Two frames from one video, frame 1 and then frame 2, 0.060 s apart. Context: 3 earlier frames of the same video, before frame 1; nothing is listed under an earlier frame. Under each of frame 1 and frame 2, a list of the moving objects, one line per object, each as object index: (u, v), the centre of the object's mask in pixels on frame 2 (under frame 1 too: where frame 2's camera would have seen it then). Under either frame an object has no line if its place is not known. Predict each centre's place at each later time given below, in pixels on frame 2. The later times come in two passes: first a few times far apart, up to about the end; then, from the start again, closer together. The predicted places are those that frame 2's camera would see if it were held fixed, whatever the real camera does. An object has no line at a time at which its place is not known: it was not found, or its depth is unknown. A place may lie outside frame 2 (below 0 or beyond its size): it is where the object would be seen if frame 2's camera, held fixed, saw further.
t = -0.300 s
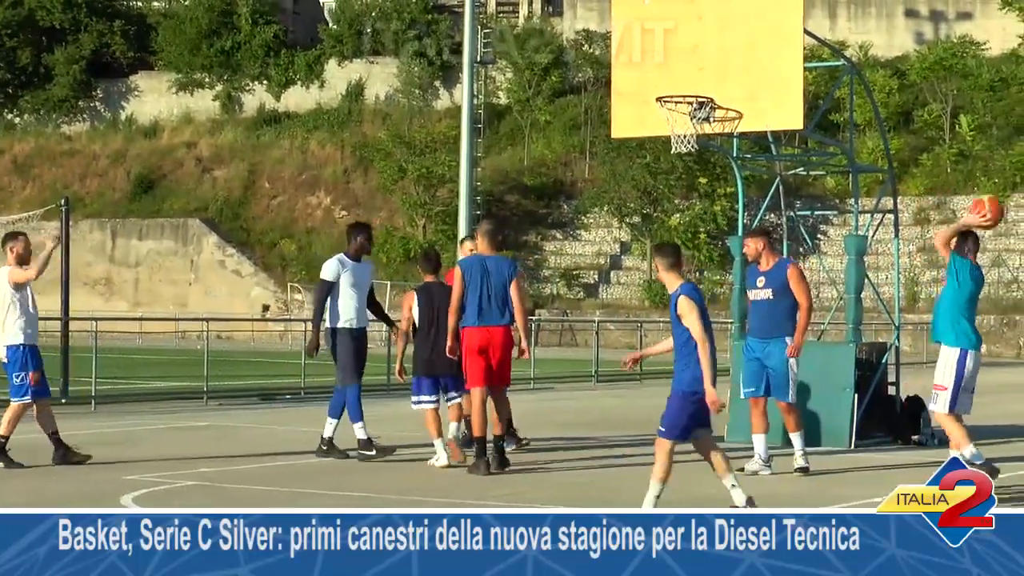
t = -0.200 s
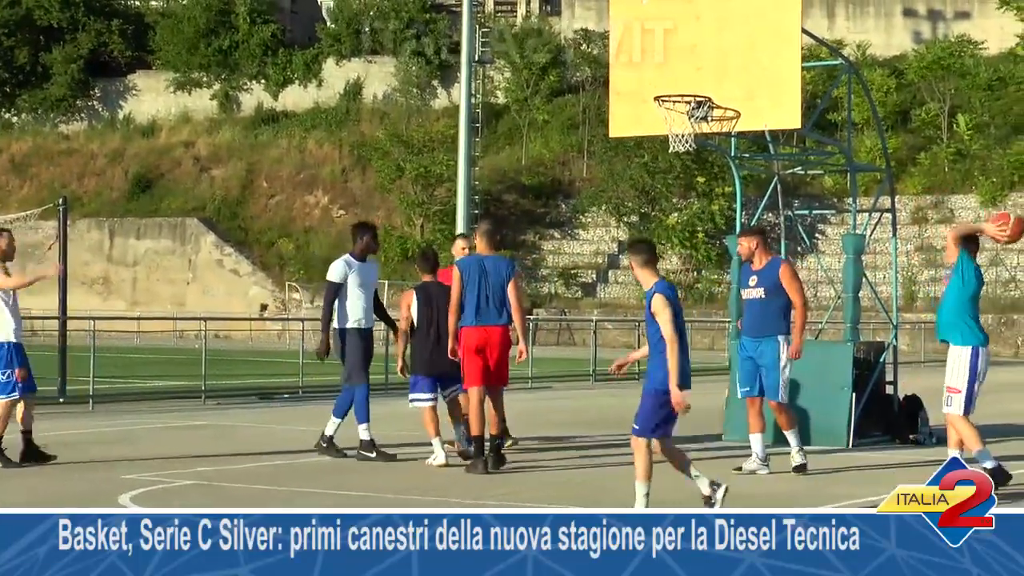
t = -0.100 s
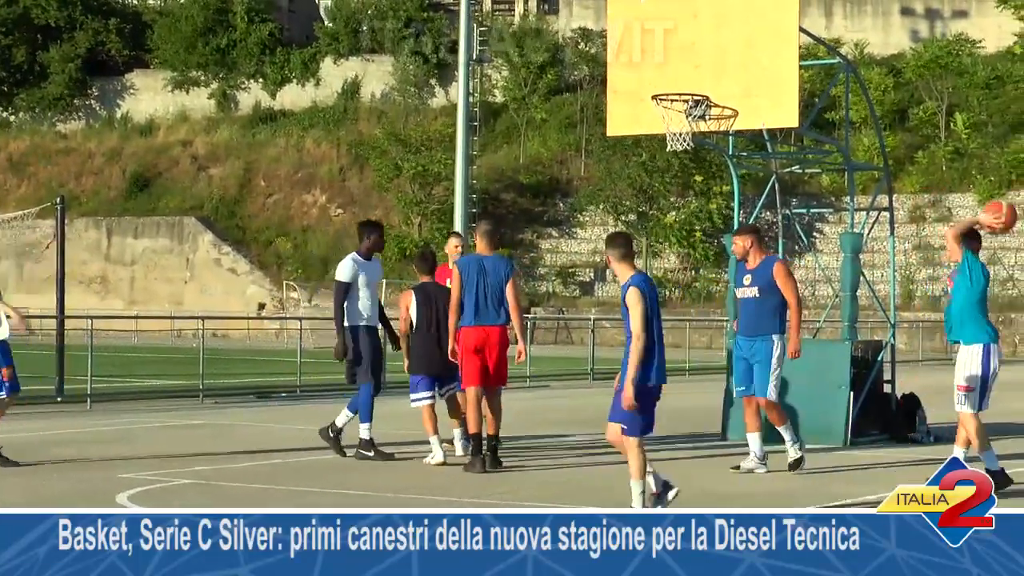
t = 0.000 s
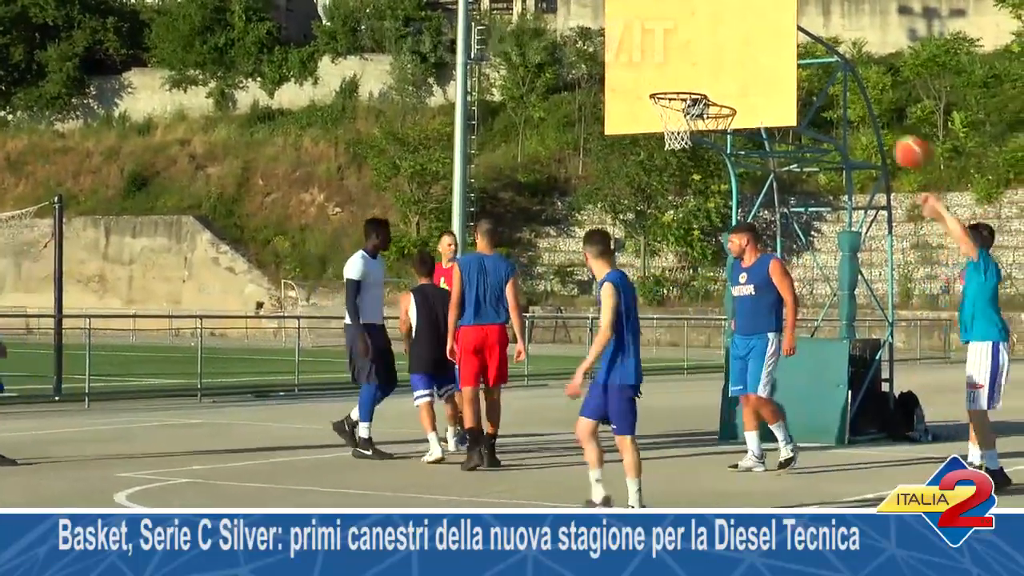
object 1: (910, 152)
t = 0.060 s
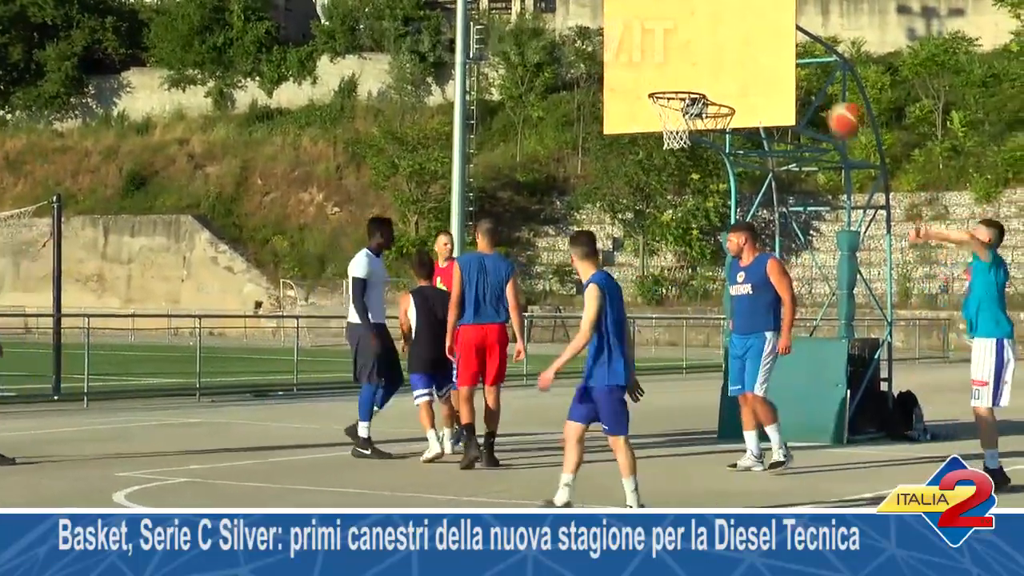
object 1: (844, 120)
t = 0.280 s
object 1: (617, 45)
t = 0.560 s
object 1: (339, 48)
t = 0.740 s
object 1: (168, 107)
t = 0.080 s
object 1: (823, 110)
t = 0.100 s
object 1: (805, 100)
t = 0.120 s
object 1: (783, 92)
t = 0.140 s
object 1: (761, 84)
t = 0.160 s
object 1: (742, 76)
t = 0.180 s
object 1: (720, 69)
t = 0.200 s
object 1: (700, 64)
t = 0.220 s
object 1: (679, 58)
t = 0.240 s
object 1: (658, 53)
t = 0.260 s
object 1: (637, 48)
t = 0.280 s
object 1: (617, 45)
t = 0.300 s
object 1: (595, 41)
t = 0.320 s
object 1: (576, 38)
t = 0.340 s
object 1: (555, 37)
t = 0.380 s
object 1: (514, 34)
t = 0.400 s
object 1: (494, 33)
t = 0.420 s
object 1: (475, 33)
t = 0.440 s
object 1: (455, 34)
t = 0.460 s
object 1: (435, 34)
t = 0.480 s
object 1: (415, 37)
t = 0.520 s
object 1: (377, 42)
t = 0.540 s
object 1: (357, 45)
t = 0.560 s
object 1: (339, 48)
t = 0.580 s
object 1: (320, 52)
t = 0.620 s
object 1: (281, 63)
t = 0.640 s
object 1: (262, 69)
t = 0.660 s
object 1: (242, 75)
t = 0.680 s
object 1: (224, 82)
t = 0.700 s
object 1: (205, 90)
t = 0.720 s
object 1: (188, 99)
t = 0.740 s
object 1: (168, 107)
